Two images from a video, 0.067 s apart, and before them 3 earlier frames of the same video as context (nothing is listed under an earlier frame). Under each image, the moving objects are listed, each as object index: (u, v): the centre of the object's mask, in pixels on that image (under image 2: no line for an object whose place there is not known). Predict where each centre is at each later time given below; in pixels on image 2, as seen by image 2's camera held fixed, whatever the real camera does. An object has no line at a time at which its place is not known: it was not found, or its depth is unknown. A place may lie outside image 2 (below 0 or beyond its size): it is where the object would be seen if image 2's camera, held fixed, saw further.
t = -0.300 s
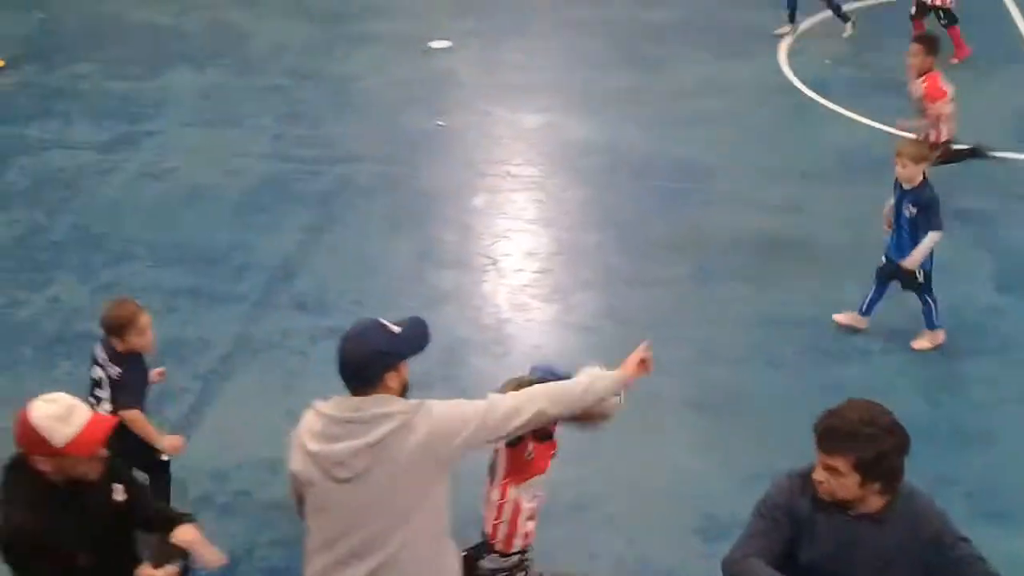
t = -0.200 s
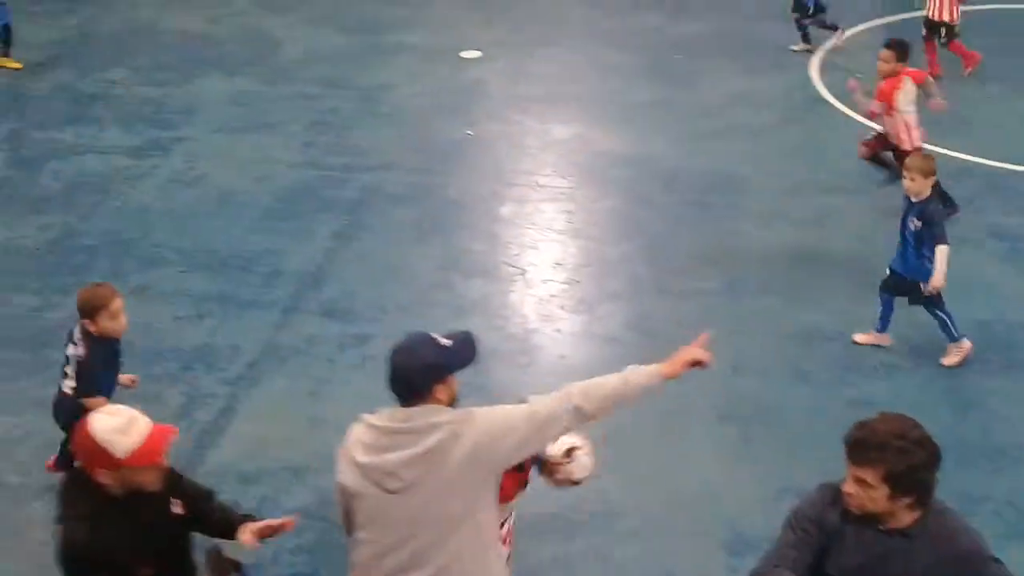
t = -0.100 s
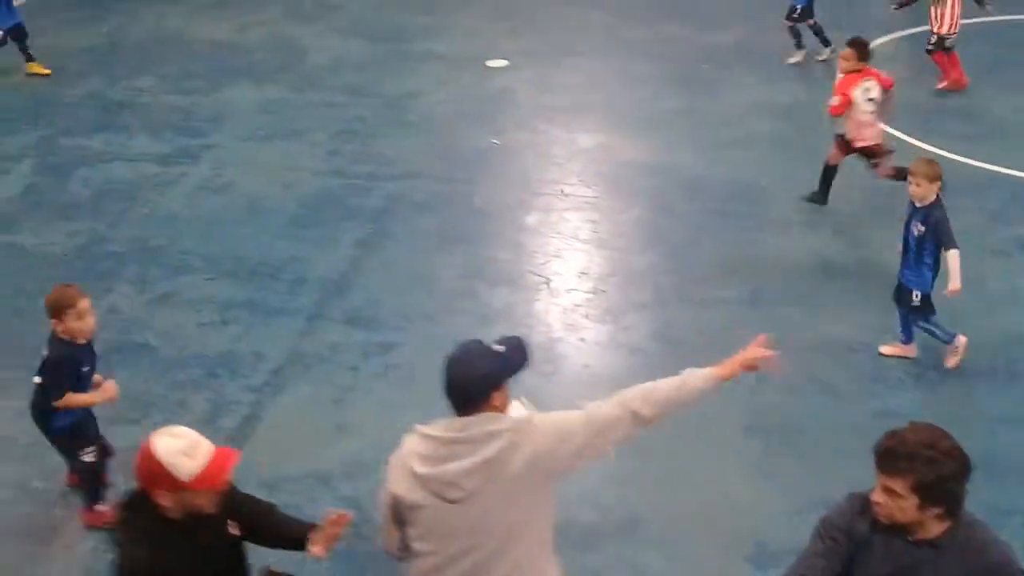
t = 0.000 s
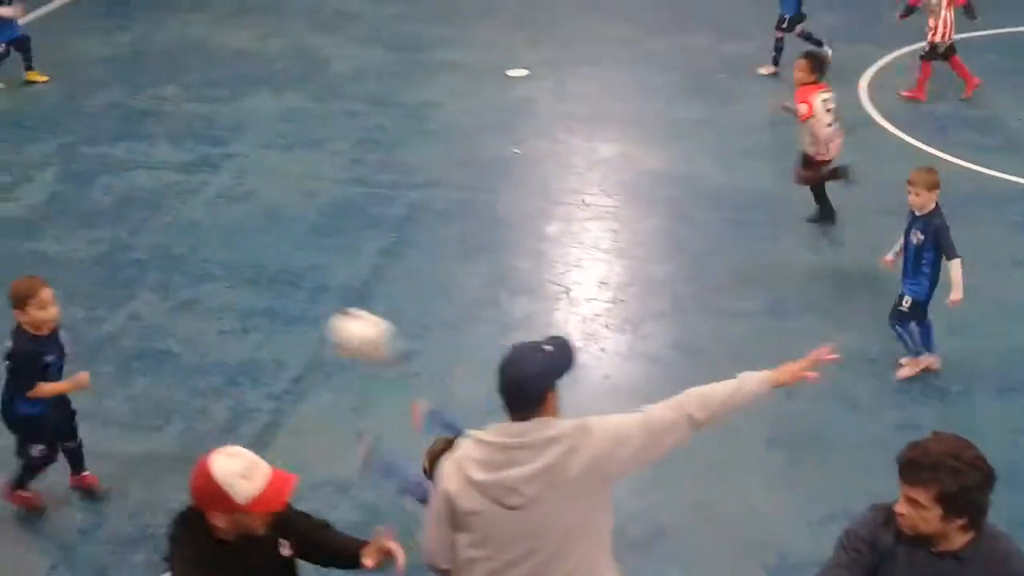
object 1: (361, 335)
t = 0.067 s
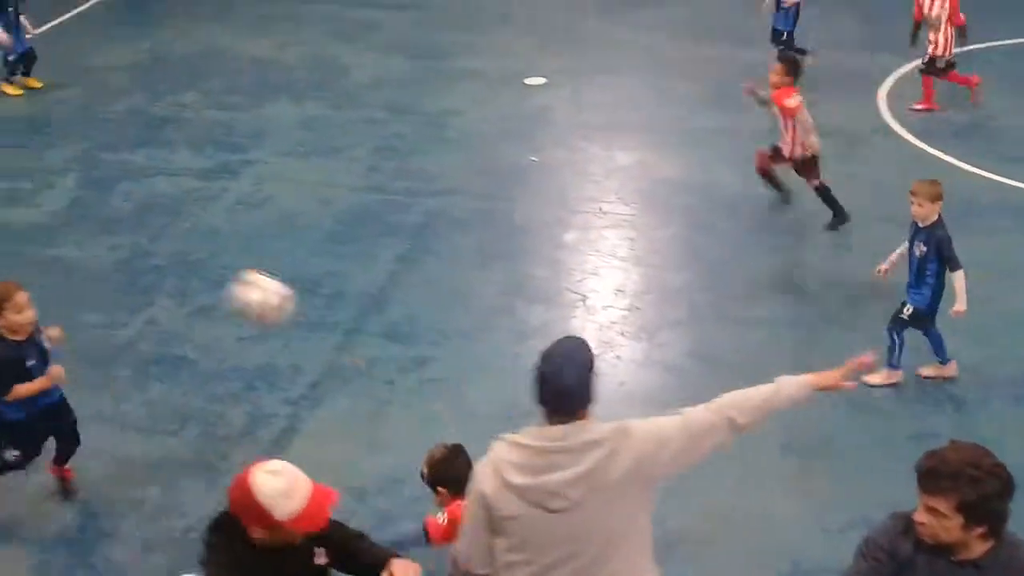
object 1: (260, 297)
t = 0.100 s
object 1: (205, 280)
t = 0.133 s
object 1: (151, 266)
